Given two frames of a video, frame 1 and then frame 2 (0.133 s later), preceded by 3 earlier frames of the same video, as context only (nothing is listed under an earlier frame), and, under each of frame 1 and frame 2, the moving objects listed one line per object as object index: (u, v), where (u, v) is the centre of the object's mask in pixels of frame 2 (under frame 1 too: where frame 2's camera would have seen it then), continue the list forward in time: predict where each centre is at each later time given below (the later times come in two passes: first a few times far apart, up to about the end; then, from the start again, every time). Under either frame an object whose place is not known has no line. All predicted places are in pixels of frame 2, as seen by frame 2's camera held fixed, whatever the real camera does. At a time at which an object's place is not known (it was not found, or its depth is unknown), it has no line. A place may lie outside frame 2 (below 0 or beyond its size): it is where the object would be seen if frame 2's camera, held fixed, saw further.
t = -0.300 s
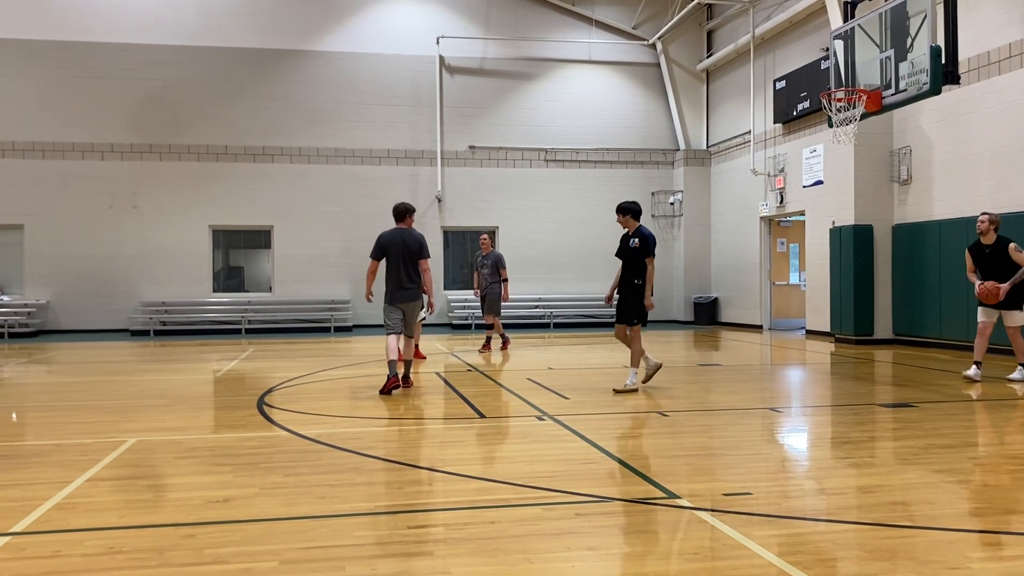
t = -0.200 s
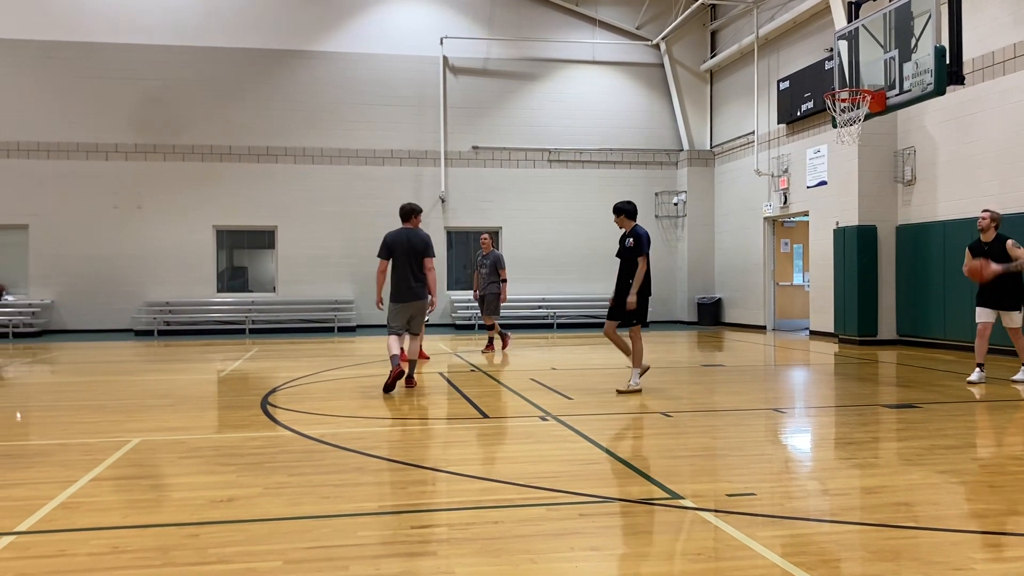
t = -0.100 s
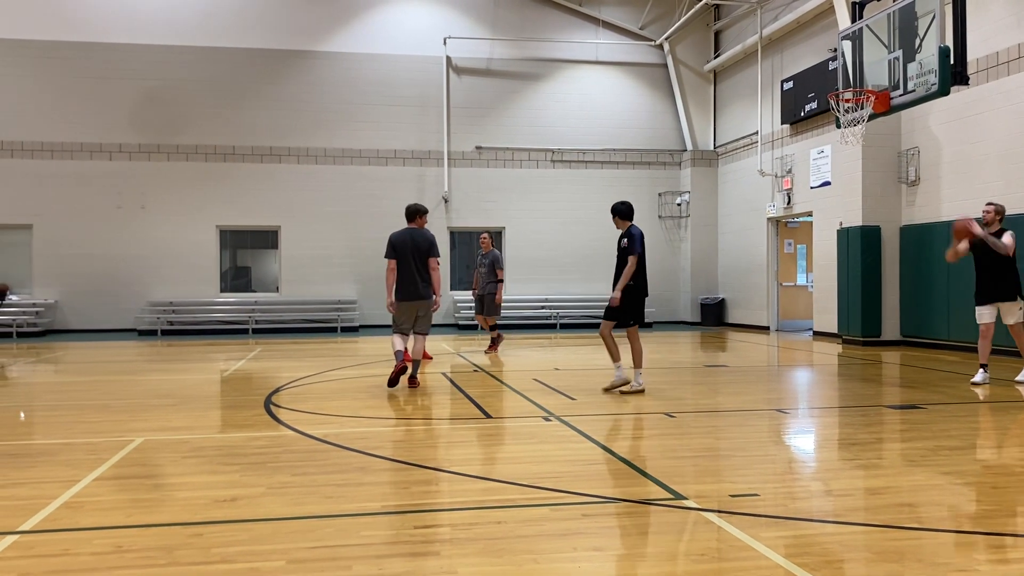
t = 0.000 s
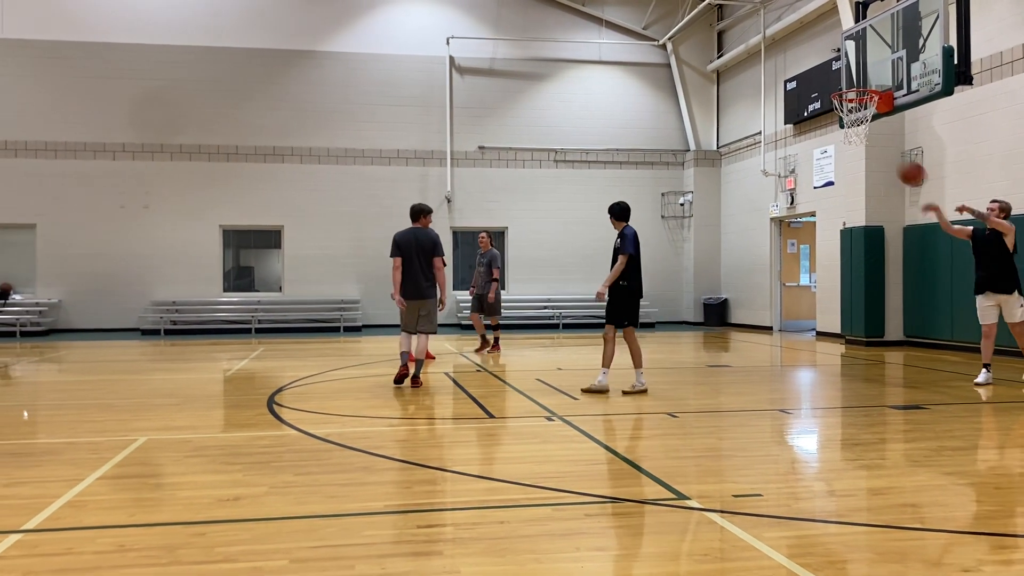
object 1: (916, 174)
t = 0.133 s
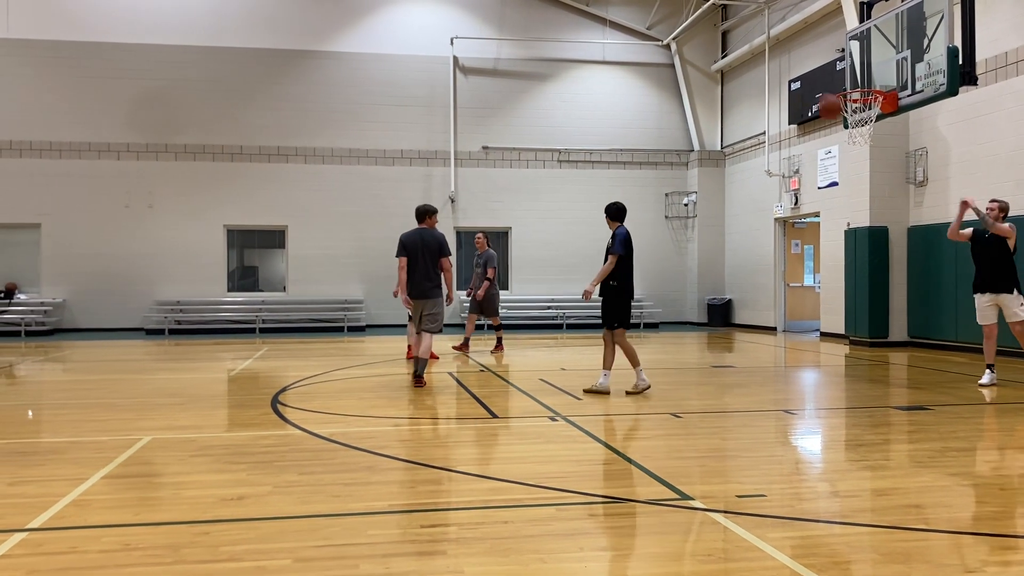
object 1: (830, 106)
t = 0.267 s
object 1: (743, 56)
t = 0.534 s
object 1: (563, 9)
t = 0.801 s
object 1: (380, 30)
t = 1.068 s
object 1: (193, 127)
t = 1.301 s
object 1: (23, 281)
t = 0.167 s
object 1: (808, 91)
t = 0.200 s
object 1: (786, 79)
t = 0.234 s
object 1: (763, 67)
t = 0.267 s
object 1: (743, 56)
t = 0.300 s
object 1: (720, 46)
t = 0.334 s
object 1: (698, 38)
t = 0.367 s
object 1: (677, 30)
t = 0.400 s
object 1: (654, 23)
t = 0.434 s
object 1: (631, 17)
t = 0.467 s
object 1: (609, 13)
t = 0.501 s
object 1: (586, 10)
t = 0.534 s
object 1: (563, 9)
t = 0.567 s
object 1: (540, 9)
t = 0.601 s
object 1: (518, 9)
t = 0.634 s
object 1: (496, 10)
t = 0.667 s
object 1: (473, 11)
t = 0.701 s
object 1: (450, 13)
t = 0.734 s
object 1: (427, 18)
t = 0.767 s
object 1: (403, 23)
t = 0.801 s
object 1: (380, 30)
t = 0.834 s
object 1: (356, 38)
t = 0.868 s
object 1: (333, 46)
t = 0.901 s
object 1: (310, 57)
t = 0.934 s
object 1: (288, 69)
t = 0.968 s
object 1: (263, 82)
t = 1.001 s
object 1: (240, 95)
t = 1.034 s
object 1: (217, 111)
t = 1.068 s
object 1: (193, 127)
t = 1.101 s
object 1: (168, 146)
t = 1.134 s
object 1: (144, 165)
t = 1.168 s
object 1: (121, 185)
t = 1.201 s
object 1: (95, 207)
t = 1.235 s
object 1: (71, 230)
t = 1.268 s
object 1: (47, 255)
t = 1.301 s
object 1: (23, 281)
